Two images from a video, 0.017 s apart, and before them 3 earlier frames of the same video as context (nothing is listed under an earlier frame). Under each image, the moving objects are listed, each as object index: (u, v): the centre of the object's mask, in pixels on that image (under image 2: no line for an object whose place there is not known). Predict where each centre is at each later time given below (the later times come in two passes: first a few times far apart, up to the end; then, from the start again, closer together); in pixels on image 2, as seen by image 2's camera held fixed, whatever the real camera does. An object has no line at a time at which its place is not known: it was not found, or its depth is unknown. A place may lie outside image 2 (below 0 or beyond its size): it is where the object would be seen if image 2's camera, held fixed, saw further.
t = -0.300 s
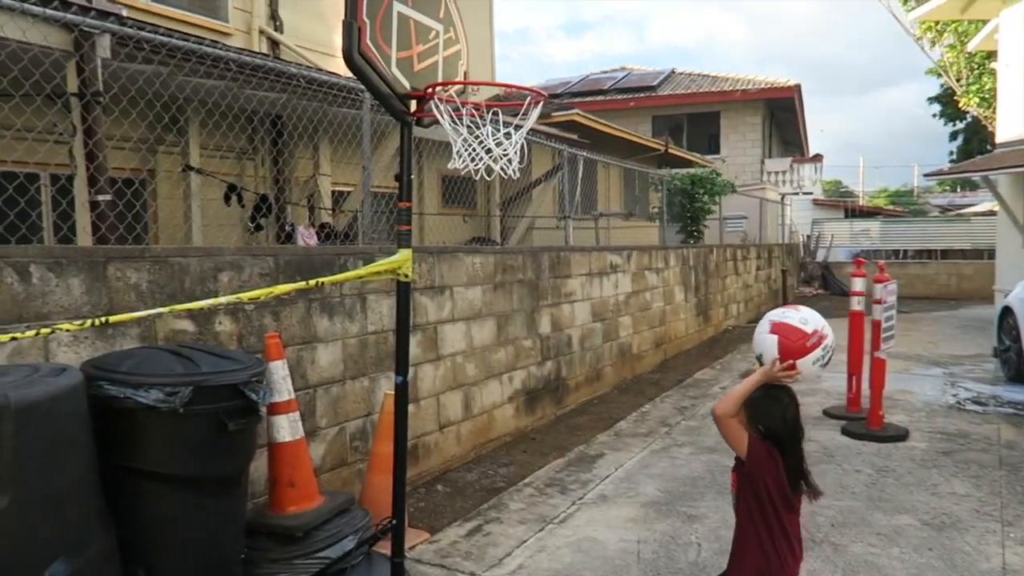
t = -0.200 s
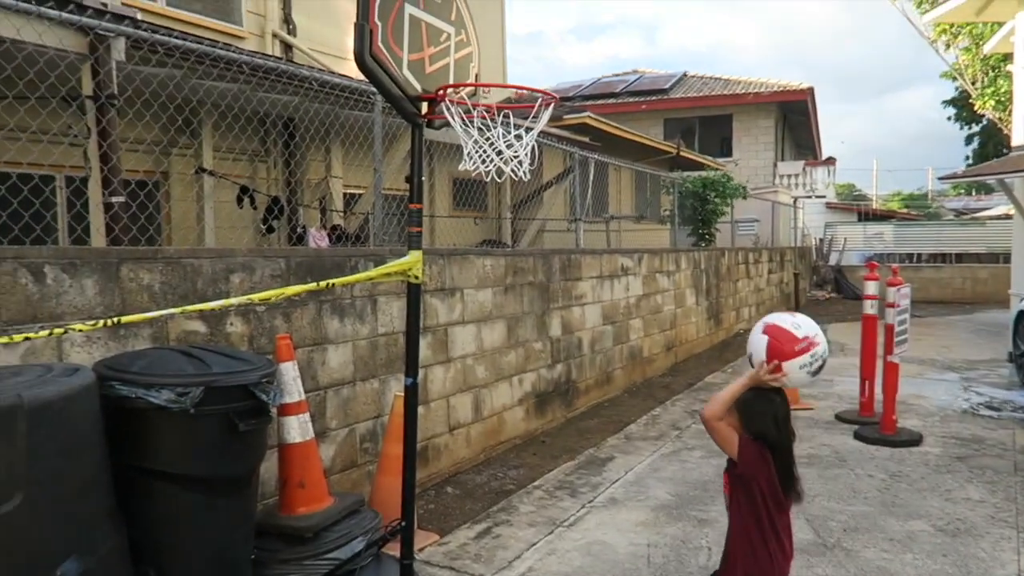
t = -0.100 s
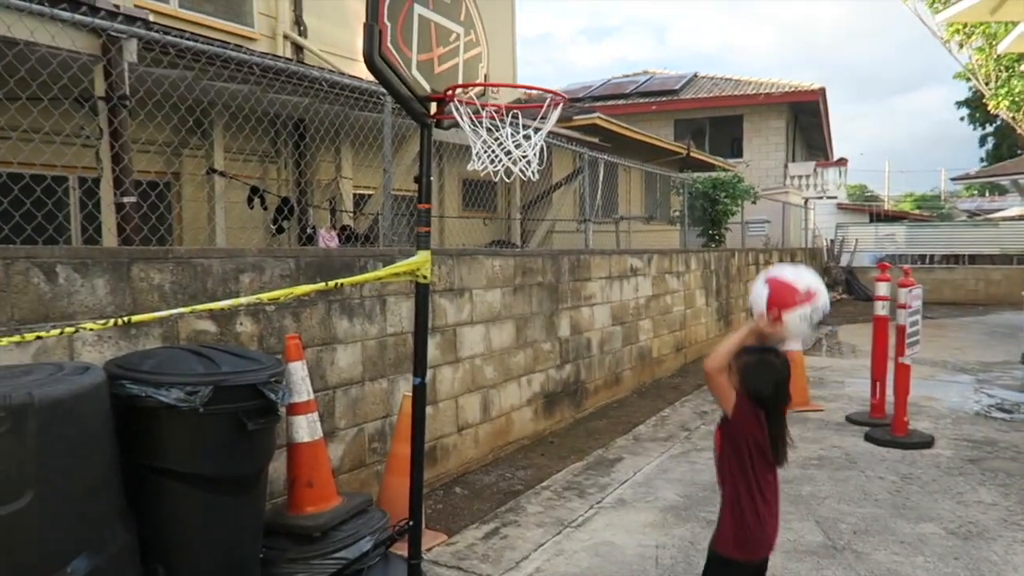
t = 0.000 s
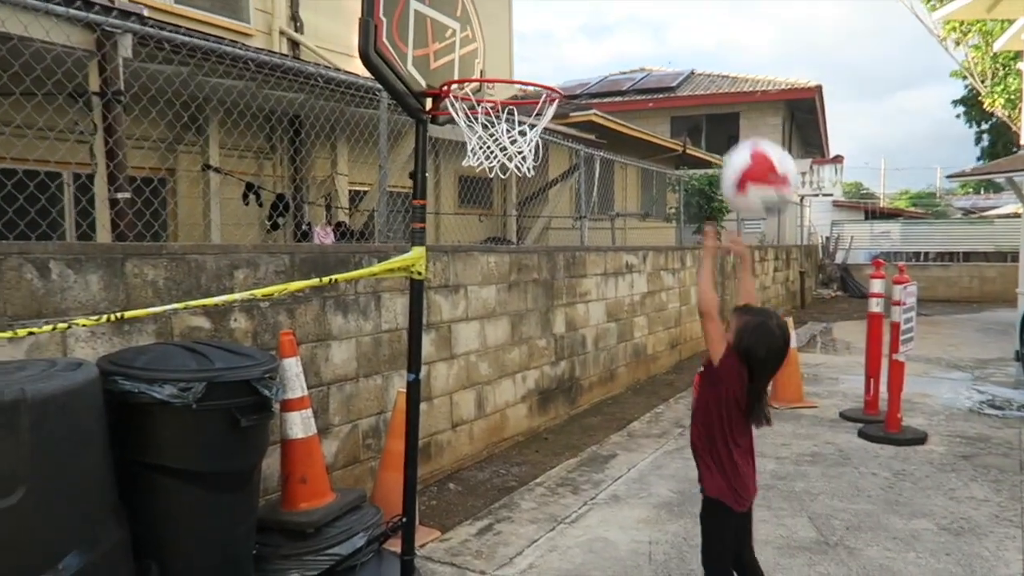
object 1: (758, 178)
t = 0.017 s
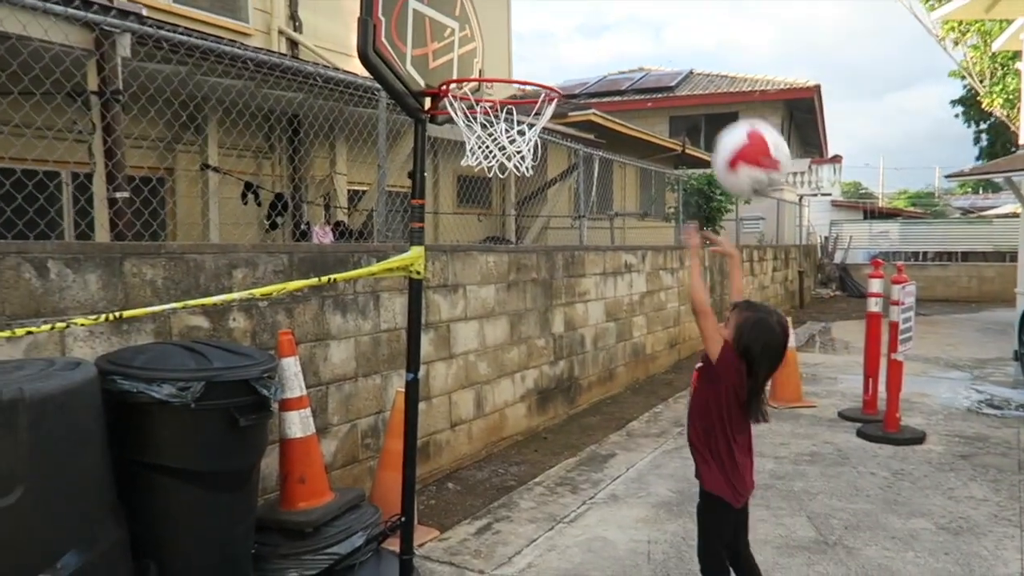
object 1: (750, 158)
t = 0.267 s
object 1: (651, 19)
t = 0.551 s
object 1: (559, 56)
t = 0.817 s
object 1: (524, 74)
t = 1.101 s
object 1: (478, 229)
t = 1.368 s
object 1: (438, 575)
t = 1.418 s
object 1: (433, 582)
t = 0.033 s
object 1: (743, 140)
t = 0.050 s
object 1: (736, 124)
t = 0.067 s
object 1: (730, 110)
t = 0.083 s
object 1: (723, 97)
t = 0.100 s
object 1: (716, 81)
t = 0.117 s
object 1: (710, 67)
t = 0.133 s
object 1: (703, 54)
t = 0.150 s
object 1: (696, 43)
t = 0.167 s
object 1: (690, 35)
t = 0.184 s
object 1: (683, 31)
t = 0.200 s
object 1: (677, 27)
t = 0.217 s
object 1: (670, 24)
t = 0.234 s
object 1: (664, 22)
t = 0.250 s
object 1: (657, 20)
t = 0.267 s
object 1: (651, 19)
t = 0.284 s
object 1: (646, 18)
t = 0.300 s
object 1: (640, 17)
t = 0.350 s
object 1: (623, 18)
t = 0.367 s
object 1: (617, 19)
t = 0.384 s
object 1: (612, 20)
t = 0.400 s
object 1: (607, 22)
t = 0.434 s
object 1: (596, 26)
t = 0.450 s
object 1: (591, 28)
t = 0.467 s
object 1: (585, 32)
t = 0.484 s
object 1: (580, 35)
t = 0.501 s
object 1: (575, 39)
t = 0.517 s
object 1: (570, 44)
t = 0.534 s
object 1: (565, 49)
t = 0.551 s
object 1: (559, 56)
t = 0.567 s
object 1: (555, 62)
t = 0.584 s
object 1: (554, 57)
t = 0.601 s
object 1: (552, 56)
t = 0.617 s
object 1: (551, 55)
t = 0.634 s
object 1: (550, 55)
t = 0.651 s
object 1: (548, 56)
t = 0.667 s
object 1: (546, 56)
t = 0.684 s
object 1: (545, 57)
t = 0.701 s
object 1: (543, 58)
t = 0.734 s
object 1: (541, 61)
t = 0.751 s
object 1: (539, 62)
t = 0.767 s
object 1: (535, 66)
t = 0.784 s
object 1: (531, 67)
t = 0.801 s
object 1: (527, 70)
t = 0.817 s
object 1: (524, 74)
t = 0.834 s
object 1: (521, 77)
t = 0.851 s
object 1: (518, 83)
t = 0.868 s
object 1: (515, 88)
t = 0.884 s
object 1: (512, 94)
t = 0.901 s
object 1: (508, 100)
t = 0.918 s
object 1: (505, 107)
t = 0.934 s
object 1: (502, 115)
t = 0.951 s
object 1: (498, 123)
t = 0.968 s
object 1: (495, 133)
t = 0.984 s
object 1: (495, 143)
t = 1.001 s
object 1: (491, 153)
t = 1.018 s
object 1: (489, 165)
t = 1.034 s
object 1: (487, 176)
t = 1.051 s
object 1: (485, 189)
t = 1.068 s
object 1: (483, 201)
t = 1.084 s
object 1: (480, 214)
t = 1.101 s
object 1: (478, 229)
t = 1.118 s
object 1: (475, 244)
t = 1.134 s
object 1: (472, 260)
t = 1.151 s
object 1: (470, 278)
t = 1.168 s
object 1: (467, 295)
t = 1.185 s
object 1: (464, 314)
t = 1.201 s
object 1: (461, 334)
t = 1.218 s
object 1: (459, 354)
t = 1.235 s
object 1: (457, 376)
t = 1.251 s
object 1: (455, 399)
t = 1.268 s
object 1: (452, 421)
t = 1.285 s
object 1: (449, 445)
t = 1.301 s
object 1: (447, 470)
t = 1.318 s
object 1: (445, 494)
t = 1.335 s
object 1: (443, 520)
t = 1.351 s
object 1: (440, 547)
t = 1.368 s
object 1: (438, 575)
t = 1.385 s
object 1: (437, 592)
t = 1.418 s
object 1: (433, 582)
